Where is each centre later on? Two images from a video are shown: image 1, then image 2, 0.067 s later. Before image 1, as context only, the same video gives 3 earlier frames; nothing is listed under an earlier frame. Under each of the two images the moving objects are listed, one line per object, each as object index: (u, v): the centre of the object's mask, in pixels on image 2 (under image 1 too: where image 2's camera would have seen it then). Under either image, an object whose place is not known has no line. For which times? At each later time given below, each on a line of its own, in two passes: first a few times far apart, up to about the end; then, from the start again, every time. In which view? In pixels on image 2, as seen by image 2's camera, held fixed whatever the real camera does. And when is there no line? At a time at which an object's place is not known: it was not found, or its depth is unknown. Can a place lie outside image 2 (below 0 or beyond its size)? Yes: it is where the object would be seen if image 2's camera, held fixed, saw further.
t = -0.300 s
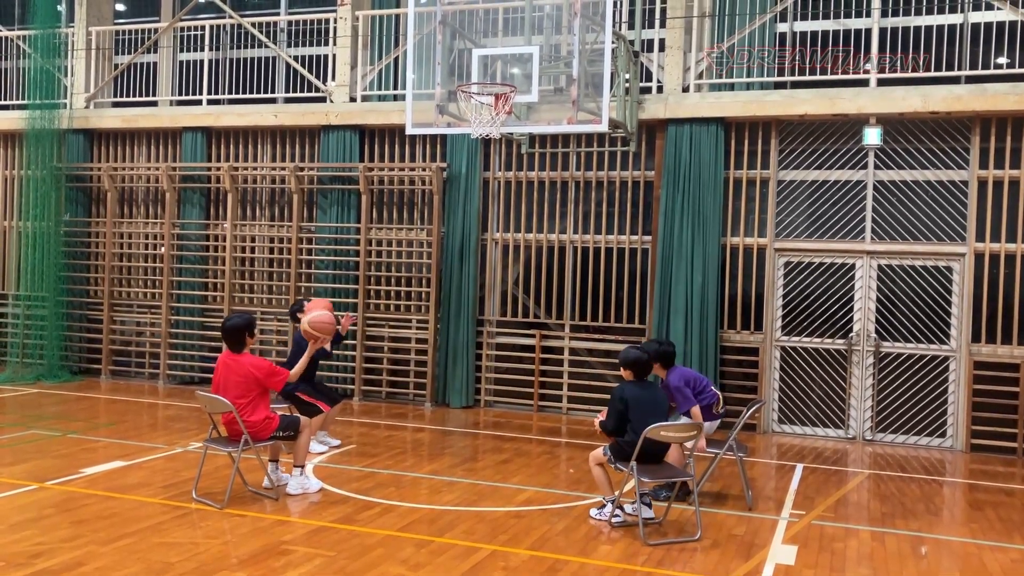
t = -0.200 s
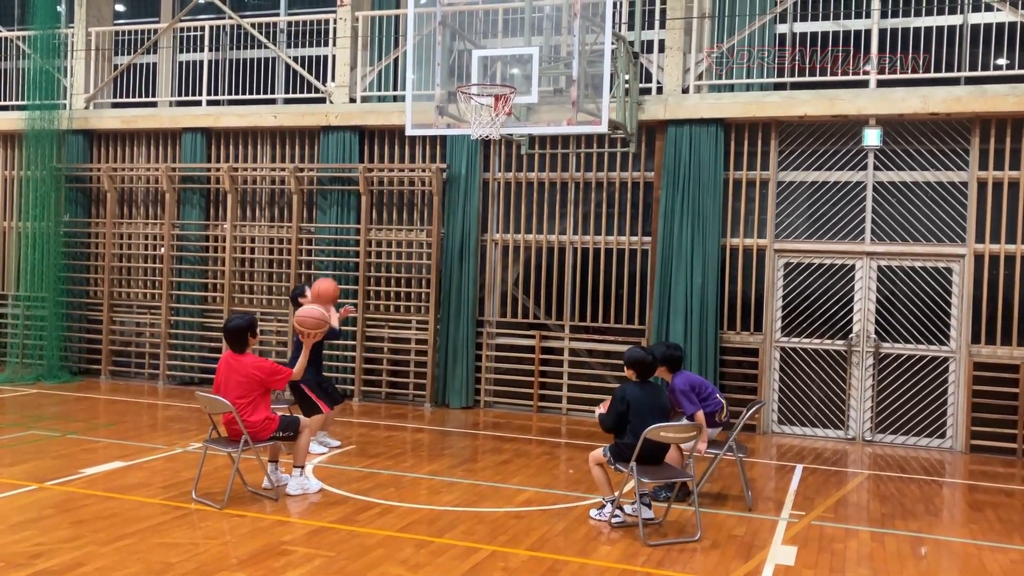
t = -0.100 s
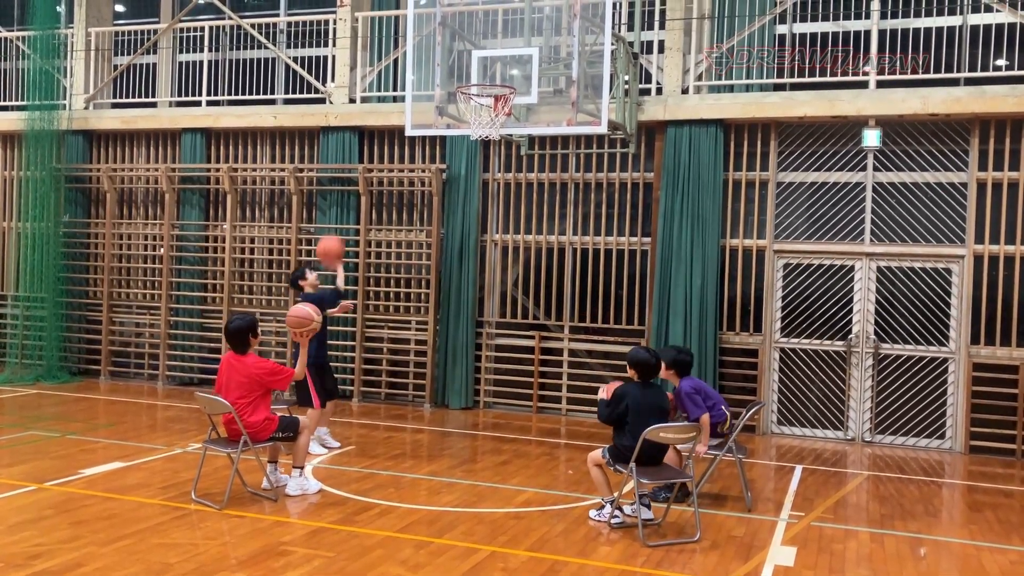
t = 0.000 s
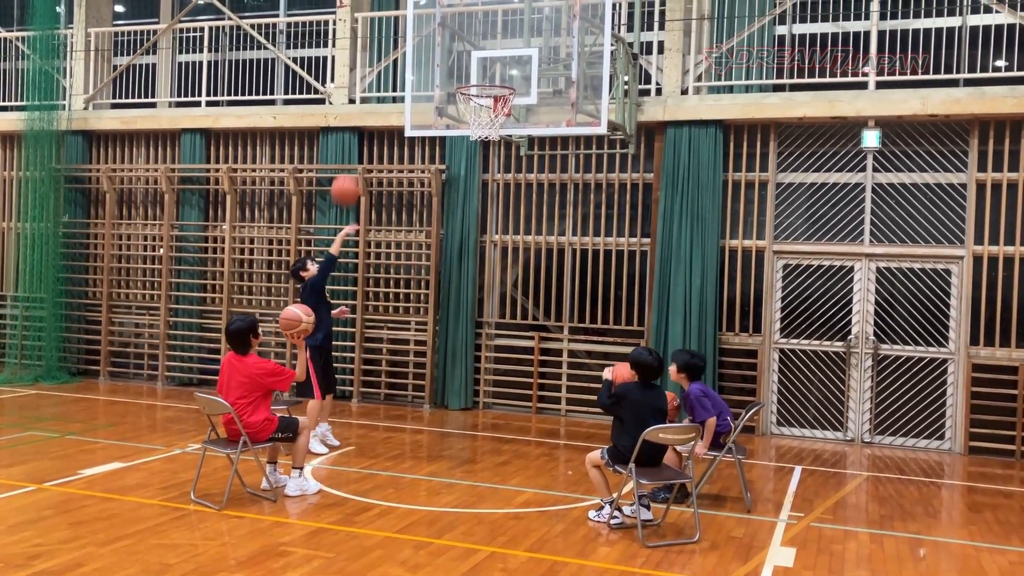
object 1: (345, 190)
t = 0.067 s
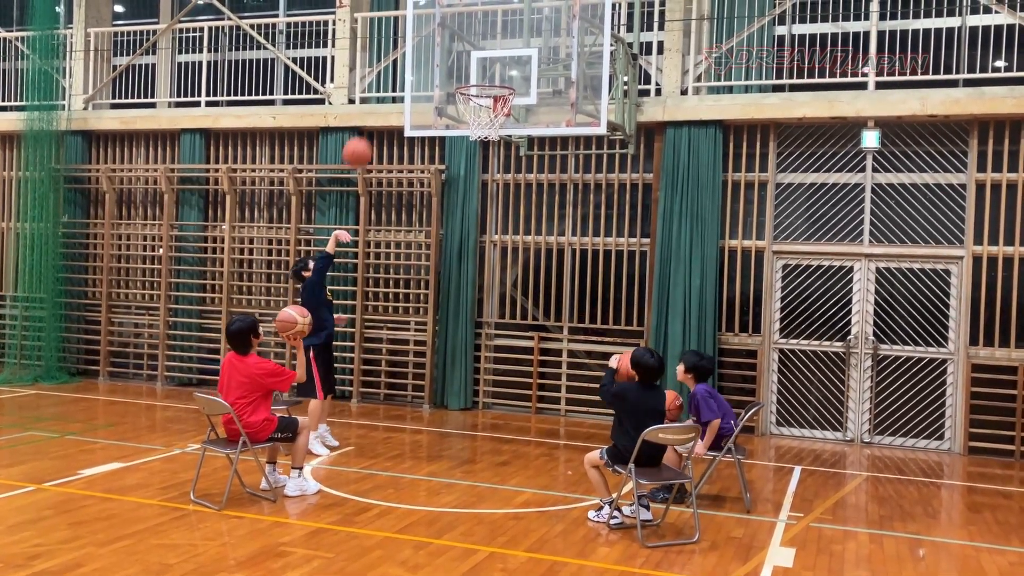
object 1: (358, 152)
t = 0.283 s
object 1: (397, 68)
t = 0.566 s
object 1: (448, 41)
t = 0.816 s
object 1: (491, 100)
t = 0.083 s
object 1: (361, 143)
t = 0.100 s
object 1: (364, 136)
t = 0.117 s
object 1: (366, 129)
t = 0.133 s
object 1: (370, 121)
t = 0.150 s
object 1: (373, 113)
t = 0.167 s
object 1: (376, 107)
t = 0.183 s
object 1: (379, 100)
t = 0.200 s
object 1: (382, 94)
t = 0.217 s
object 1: (385, 88)
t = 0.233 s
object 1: (388, 82)
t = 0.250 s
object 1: (391, 78)
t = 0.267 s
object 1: (394, 72)
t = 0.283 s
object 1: (397, 68)
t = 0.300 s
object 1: (399, 64)
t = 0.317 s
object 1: (403, 60)
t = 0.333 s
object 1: (406, 56)
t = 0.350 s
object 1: (409, 53)
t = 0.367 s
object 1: (413, 50)
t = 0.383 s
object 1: (416, 47)
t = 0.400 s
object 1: (418, 45)
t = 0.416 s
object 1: (421, 43)
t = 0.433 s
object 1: (425, 42)
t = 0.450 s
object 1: (428, 40)
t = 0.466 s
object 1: (430, 39)
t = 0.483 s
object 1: (434, 39)
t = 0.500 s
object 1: (436, 39)
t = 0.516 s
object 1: (440, 39)
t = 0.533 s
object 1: (442, 39)
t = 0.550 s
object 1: (445, 40)
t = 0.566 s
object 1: (448, 41)
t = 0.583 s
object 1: (451, 43)
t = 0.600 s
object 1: (454, 45)
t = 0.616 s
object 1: (457, 47)
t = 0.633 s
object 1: (460, 49)
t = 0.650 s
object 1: (463, 52)
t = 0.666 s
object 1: (466, 55)
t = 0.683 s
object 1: (469, 59)
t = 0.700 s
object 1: (472, 62)
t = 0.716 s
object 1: (474, 67)
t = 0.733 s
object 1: (477, 71)
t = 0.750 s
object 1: (480, 74)
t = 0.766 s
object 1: (483, 77)
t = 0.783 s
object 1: (485, 87)
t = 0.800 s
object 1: (488, 93)
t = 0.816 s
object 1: (491, 100)
